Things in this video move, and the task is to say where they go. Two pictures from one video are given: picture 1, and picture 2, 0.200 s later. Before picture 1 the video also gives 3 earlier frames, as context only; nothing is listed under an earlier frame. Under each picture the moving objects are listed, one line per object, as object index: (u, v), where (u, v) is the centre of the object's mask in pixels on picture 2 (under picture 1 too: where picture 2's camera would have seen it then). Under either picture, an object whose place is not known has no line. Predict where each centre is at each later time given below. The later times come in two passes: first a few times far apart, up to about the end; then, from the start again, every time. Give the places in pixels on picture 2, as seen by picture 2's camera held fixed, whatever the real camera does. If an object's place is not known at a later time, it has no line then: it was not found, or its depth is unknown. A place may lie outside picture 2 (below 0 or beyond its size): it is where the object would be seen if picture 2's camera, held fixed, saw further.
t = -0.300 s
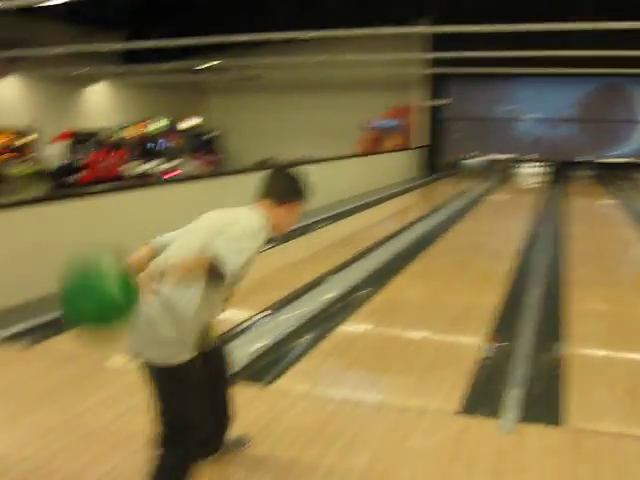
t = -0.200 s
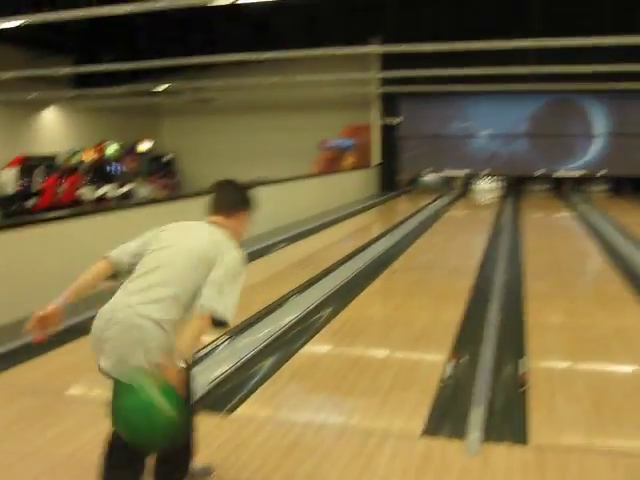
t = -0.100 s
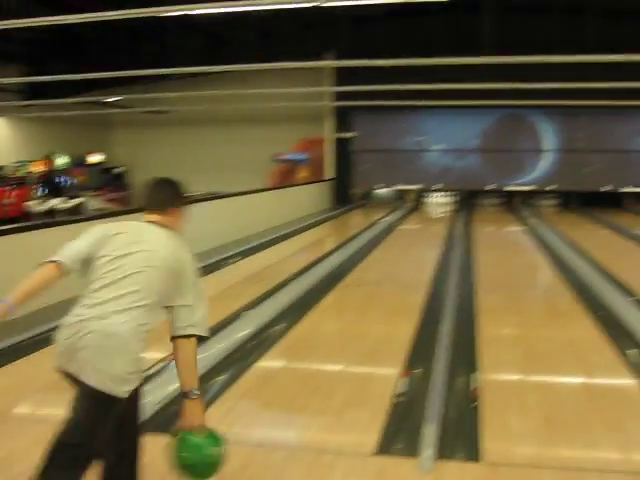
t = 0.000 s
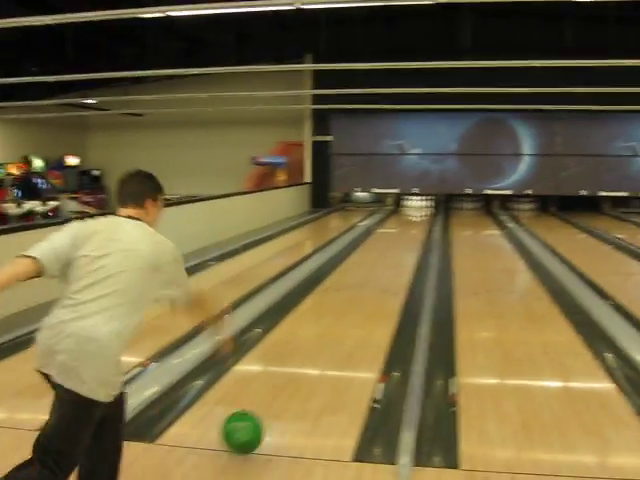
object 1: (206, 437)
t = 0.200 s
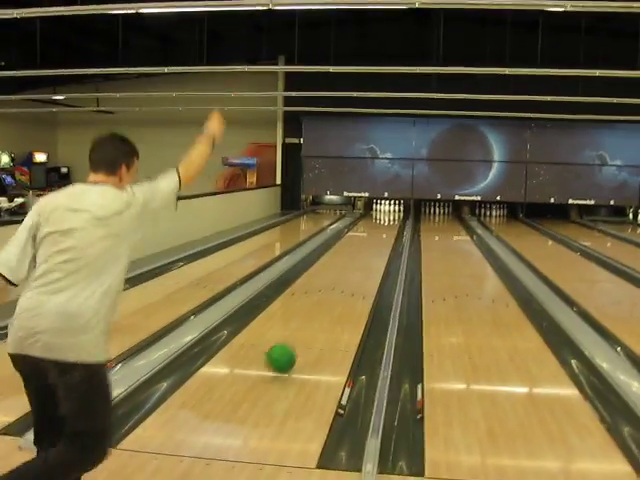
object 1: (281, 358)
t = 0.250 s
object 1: (292, 347)
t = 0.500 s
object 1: (332, 299)
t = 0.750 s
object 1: (356, 272)
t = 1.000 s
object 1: (370, 254)
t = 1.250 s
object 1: (381, 240)
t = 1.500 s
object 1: (388, 232)
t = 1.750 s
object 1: (394, 225)
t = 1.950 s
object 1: (398, 220)
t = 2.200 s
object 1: (402, 219)
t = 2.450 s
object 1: (402, 216)
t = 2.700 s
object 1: (404, 213)
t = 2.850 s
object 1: (405, 213)
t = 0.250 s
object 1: (292, 347)
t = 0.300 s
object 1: (303, 335)
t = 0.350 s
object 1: (312, 324)
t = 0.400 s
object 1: (320, 315)
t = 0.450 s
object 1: (326, 307)
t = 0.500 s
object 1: (332, 299)
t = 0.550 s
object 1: (338, 293)
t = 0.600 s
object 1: (343, 287)
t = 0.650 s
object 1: (348, 281)
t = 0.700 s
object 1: (351, 276)
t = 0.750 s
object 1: (356, 272)
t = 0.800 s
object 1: (359, 267)
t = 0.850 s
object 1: (362, 264)
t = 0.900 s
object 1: (365, 260)
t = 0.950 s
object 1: (368, 257)
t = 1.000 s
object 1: (370, 254)
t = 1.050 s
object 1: (373, 251)
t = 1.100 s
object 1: (375, 248)
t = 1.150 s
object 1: (377, 245)
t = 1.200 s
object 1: (379, 243)
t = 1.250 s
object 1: (381, 240)
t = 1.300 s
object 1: (383, 239)
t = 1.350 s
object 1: (385, 237)
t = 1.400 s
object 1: (386, 235)
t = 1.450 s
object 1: (387, 233)
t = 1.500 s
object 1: (388, 232)
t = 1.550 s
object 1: (389, 230)
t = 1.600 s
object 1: (391, 229)
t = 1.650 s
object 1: (392, 227)
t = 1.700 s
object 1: (393, 226)
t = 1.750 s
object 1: (394, 225)
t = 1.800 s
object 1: (395, 223)
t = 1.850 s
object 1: (396, 223)
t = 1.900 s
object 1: (396, 221)
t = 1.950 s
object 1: (398, 220)
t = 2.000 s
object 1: (399, 220)
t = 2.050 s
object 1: (400, 220)
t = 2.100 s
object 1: (401, 220)
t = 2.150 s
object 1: (402, 220)
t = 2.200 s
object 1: (402, 219)
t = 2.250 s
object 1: (402, 218)
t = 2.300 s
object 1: (402, 217)
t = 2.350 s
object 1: (403, 217)
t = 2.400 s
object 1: (403, 216)
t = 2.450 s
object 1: (402, 216)
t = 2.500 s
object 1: (404, 216)
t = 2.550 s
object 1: (403, 214)
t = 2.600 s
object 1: (404, 215)
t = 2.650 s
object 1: (404, 213)
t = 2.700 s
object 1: (404, 213)
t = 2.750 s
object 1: (404, 213)
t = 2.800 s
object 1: (405, 213)
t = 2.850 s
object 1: (405, 213)
